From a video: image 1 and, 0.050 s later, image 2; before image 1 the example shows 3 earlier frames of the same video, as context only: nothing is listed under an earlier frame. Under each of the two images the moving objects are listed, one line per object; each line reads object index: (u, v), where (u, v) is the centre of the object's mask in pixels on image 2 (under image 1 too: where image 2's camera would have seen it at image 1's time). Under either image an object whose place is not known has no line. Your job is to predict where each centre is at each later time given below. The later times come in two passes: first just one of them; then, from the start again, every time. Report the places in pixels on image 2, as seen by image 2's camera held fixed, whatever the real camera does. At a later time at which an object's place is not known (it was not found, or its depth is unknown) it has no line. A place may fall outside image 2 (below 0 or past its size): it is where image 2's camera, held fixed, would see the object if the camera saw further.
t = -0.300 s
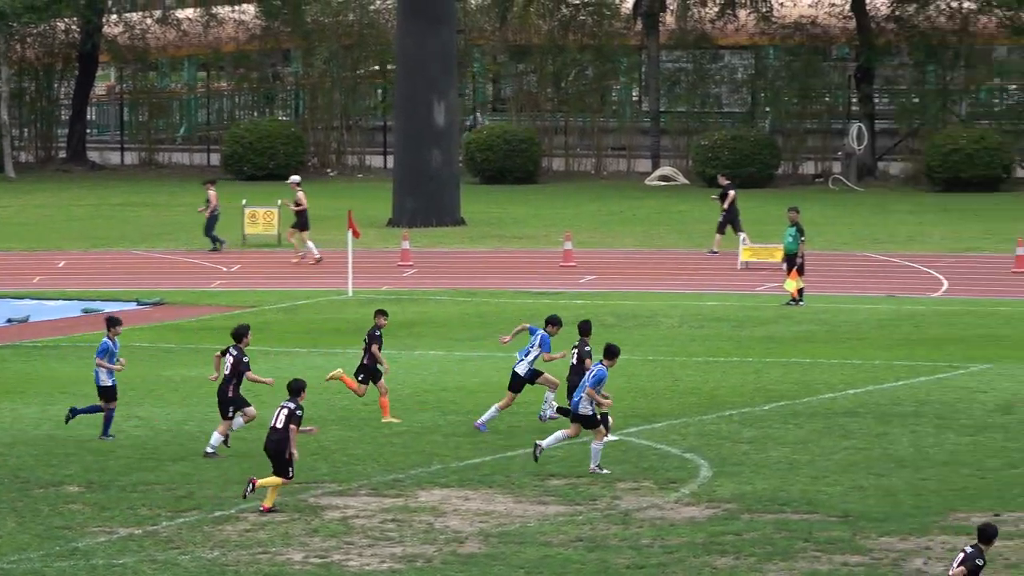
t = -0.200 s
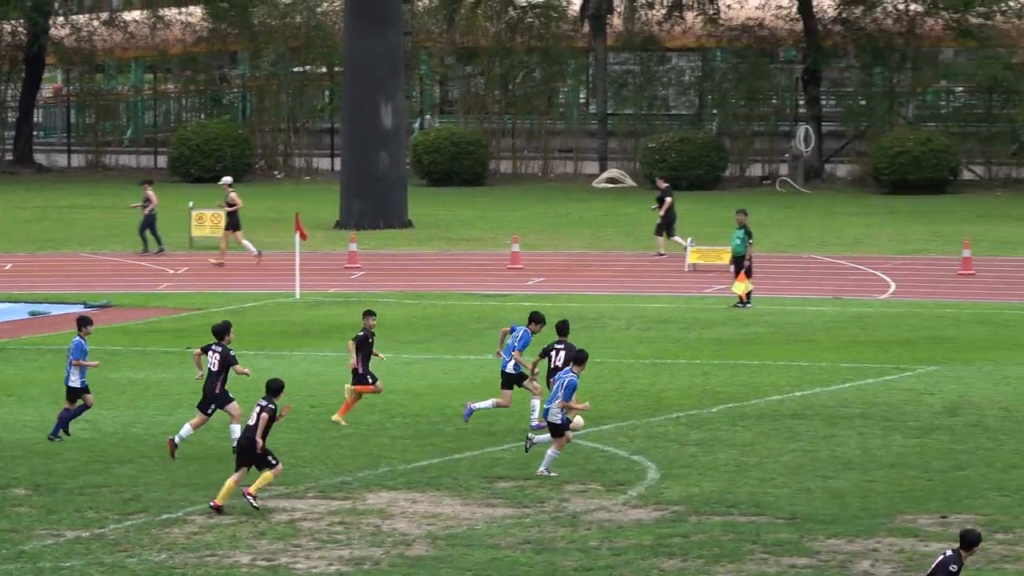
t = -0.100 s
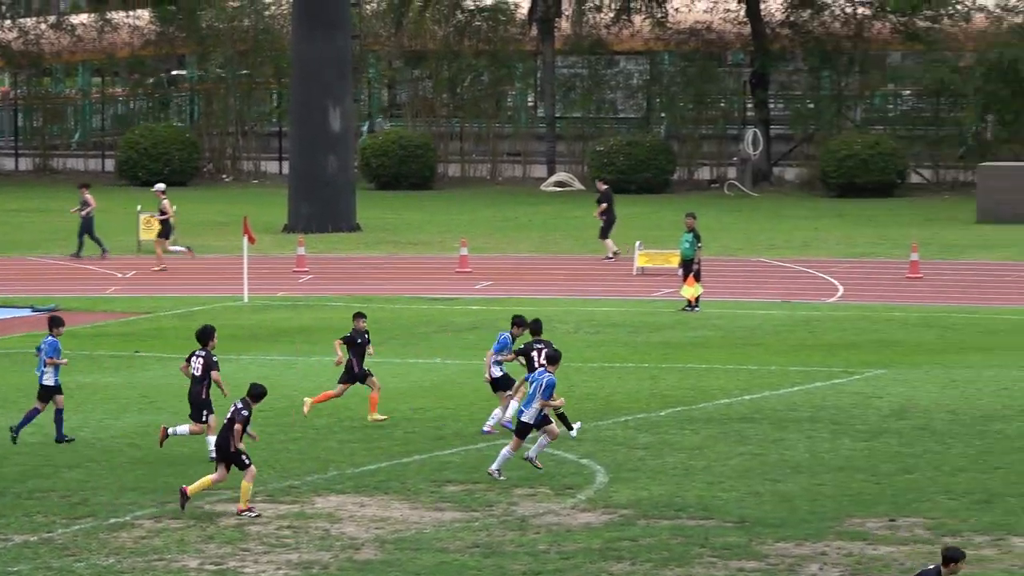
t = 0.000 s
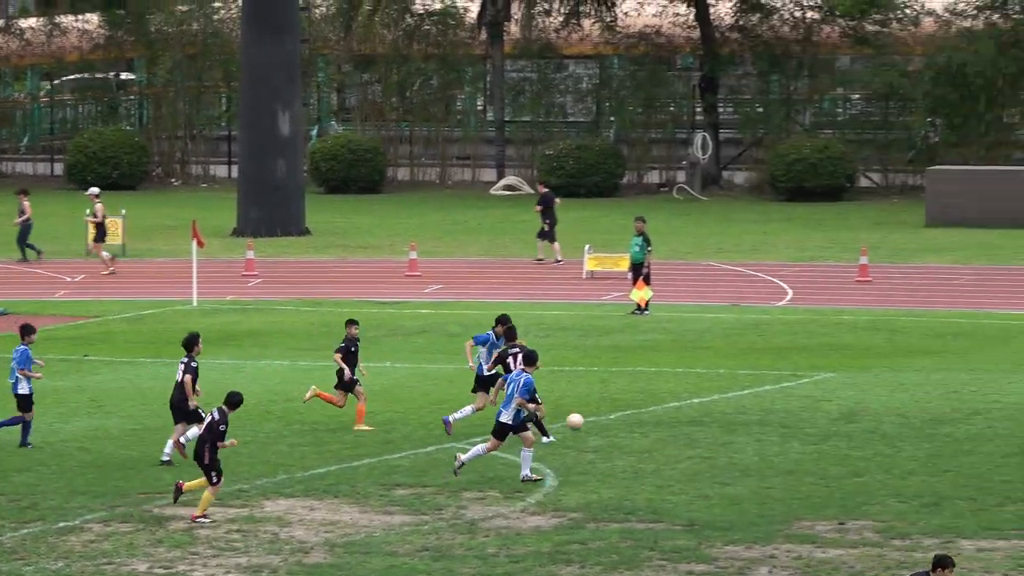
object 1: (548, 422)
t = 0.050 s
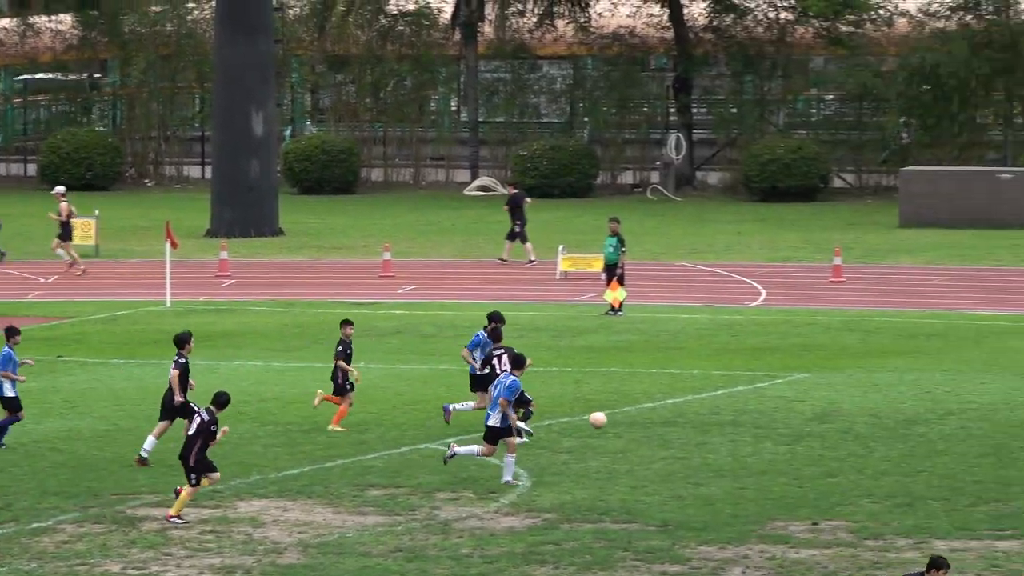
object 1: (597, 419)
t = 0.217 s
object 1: (755, 423)
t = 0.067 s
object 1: (613, 419)
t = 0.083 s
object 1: (630, 419)
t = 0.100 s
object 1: (645, 419)
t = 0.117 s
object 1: (661, 419)
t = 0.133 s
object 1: (677, 419)
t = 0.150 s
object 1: (693, 420)
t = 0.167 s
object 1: (708, 420)
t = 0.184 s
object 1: (724, 421)
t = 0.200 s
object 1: (740, 422)
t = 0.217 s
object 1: (755, 423)
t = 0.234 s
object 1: (771, 424)
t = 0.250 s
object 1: (784, 423)
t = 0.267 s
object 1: (796, 422)
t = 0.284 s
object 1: (809, 420)
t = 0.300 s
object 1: (821, 418)
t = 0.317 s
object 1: (833, 417)
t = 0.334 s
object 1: (846, 416)
